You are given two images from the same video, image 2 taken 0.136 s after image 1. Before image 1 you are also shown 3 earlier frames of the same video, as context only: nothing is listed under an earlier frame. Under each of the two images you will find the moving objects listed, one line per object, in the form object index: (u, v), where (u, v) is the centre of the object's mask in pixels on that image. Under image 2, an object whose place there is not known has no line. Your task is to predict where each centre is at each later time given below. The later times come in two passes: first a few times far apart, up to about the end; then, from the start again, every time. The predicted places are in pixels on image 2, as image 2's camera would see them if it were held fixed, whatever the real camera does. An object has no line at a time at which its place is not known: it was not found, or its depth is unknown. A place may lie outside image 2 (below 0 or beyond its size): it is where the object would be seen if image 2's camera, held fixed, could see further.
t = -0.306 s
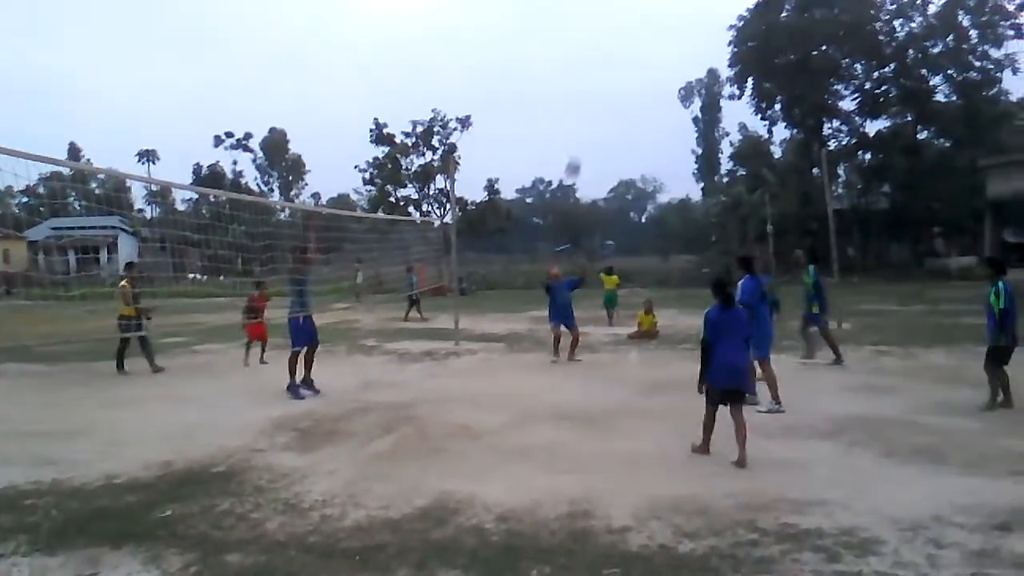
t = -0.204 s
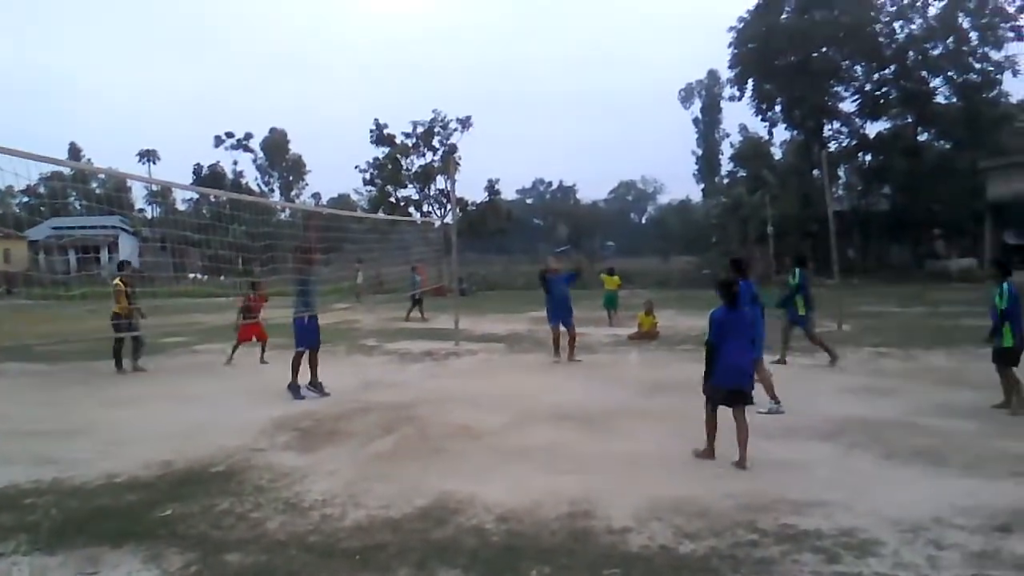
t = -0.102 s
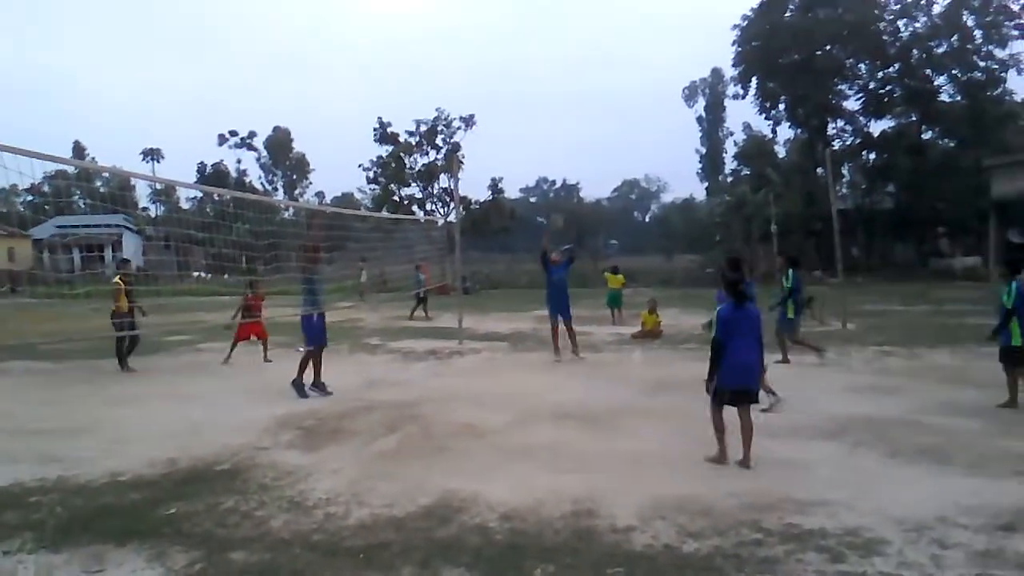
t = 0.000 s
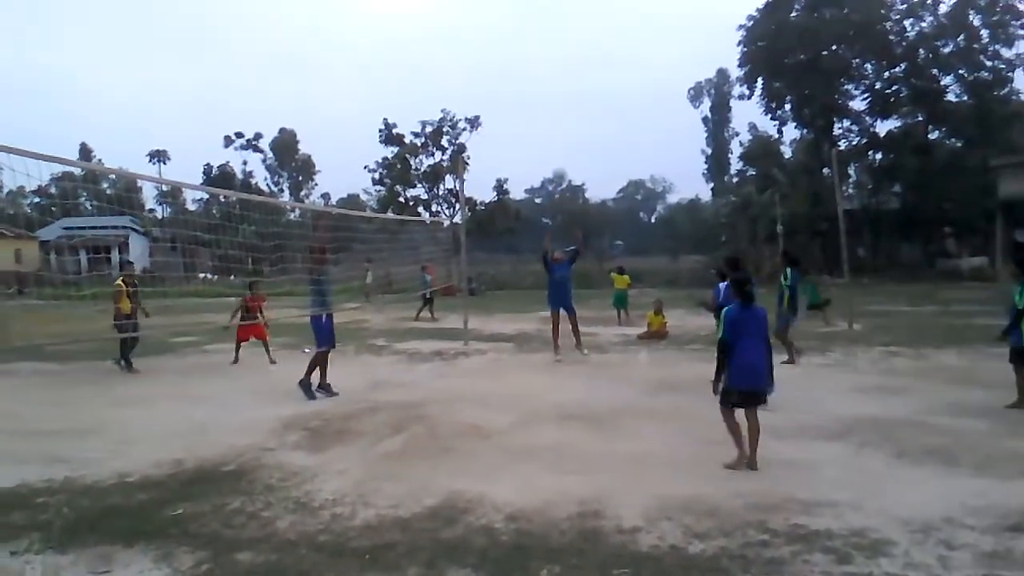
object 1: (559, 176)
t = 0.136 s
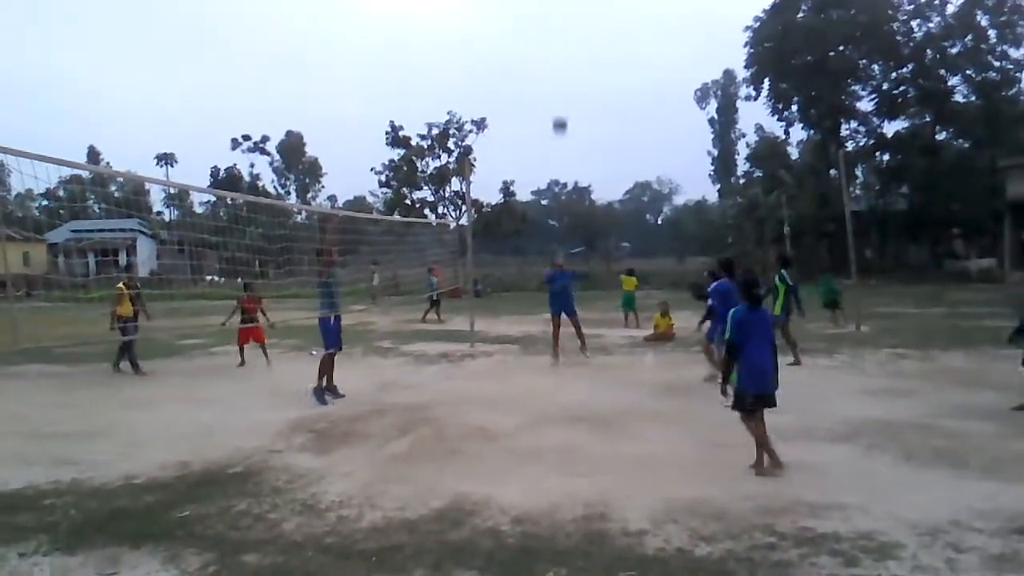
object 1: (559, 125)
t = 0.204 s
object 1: (557, 102)
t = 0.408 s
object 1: (547, 51)
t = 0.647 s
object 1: (534, 29)
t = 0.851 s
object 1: (526, 47)
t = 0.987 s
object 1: (520, 79)
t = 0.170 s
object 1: (558, 113)
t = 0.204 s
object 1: (557, 102)
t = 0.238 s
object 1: (555, 92)
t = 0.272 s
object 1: (553, 82)
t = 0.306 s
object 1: (552, 74)
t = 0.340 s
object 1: (550, 65)
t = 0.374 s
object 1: (548, 58)
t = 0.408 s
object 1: (547, 51)
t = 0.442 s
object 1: (545, 45)
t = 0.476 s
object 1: (543, 41)
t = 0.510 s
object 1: (542, 37)
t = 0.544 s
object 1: (540, 33)
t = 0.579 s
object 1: (538, 31)
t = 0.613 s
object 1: (536, 30)
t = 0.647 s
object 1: (534, 29)
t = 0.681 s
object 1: (533, 30)
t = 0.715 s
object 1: (532, 31)
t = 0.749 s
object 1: (530, 33)
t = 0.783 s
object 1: (529, 37)
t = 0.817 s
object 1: (527, 41)
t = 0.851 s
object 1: (526, 47)
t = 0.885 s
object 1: (524, 53)
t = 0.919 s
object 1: (523, 61)
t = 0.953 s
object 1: (522, 69)
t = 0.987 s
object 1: (520, 79)
